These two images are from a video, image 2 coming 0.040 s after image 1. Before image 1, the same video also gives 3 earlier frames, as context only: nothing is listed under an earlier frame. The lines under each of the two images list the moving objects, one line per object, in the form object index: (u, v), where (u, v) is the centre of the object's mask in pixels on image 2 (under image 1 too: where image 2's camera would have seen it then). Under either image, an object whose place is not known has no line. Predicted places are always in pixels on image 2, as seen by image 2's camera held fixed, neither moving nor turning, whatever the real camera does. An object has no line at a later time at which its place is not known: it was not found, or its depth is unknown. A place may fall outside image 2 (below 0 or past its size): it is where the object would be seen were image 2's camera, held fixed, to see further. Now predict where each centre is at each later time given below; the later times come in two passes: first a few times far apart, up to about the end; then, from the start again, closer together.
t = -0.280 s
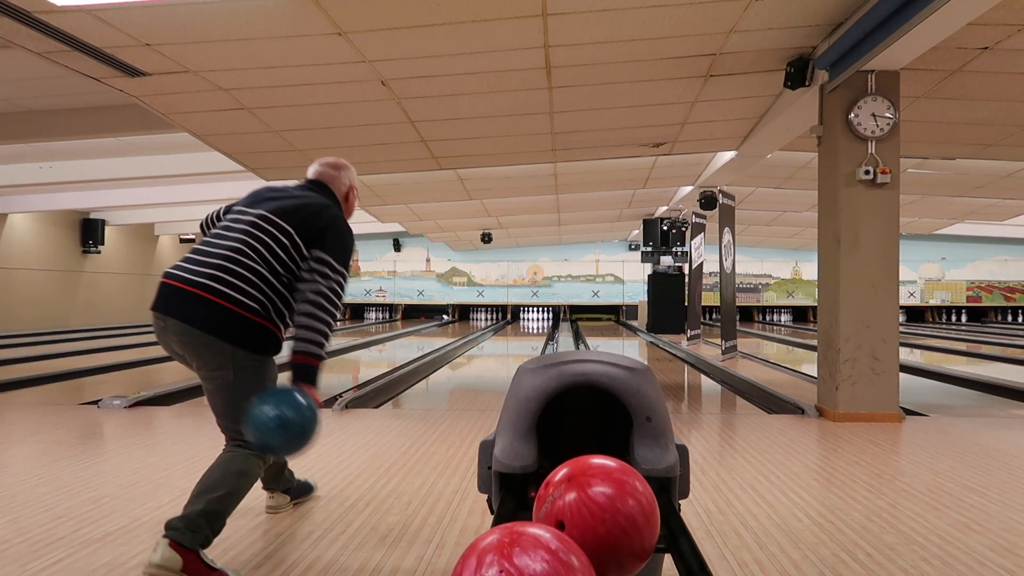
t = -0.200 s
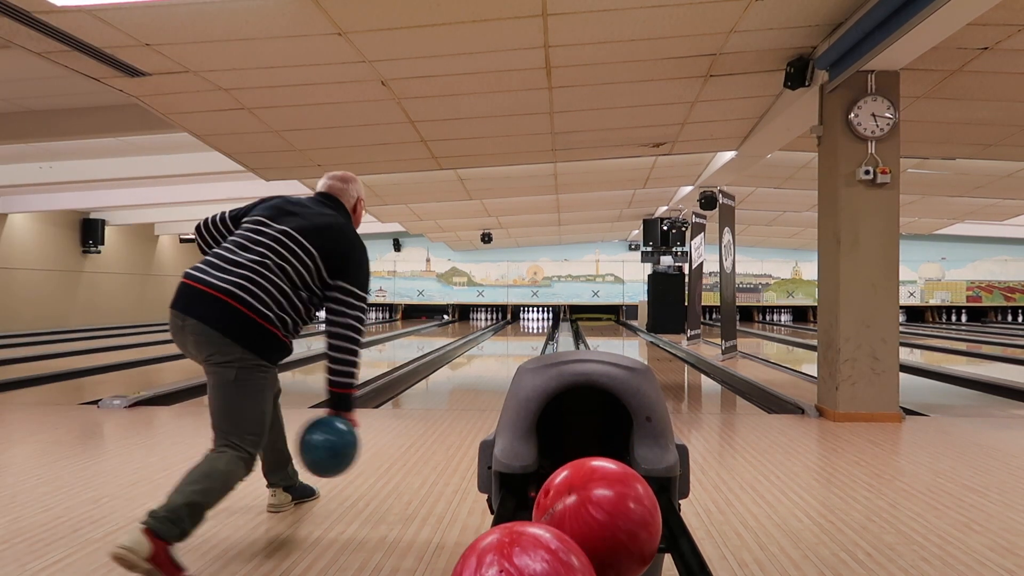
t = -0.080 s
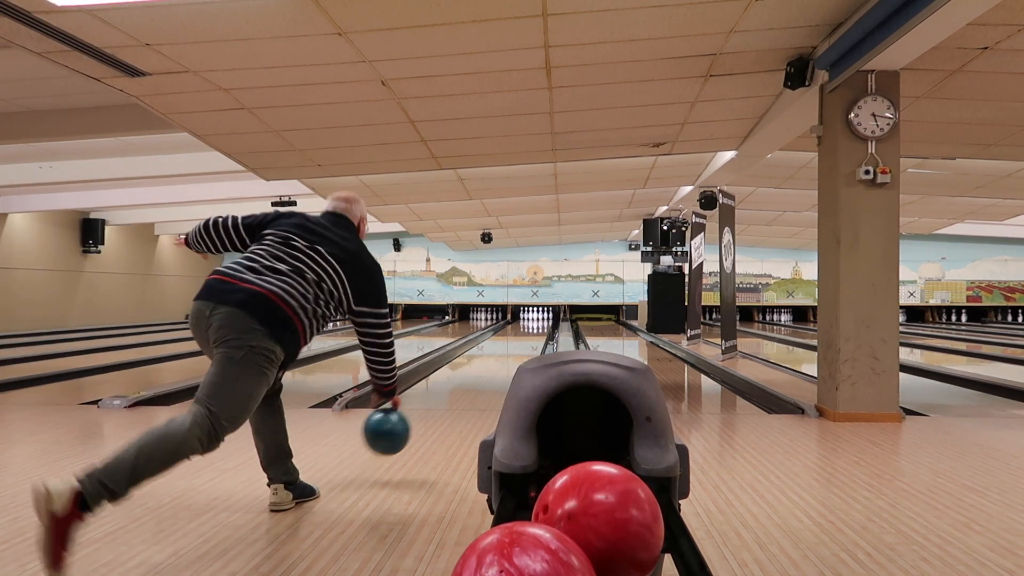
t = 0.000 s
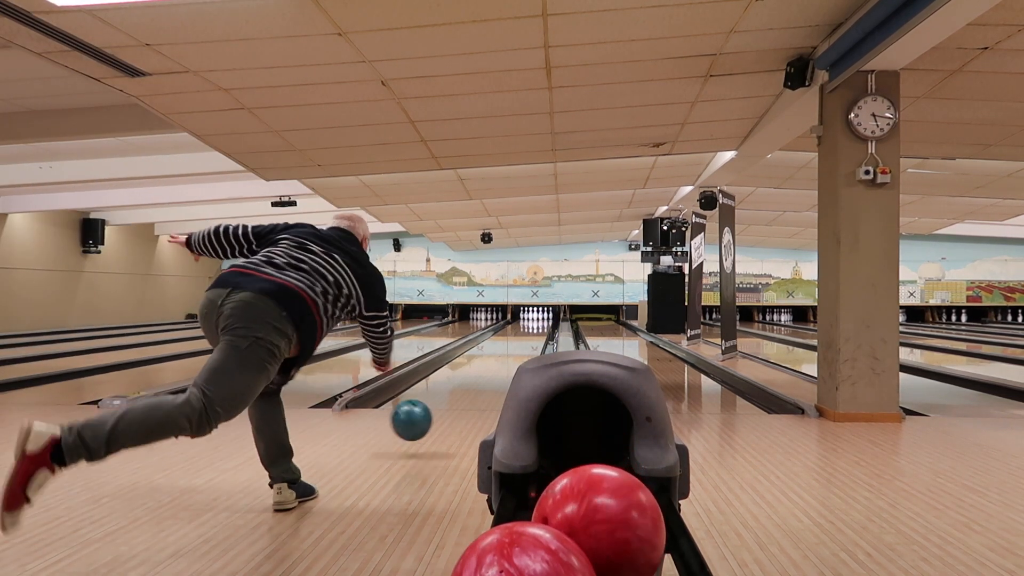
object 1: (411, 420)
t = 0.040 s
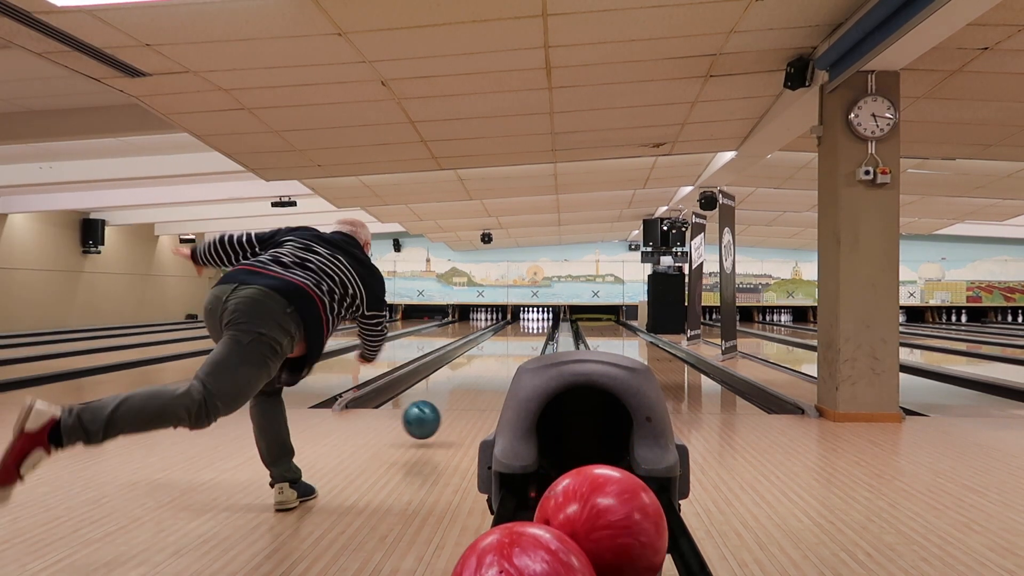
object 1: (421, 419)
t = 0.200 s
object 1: (451, 401)
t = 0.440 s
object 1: (477, 376)
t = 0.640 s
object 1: (492, 362)
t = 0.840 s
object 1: (502, 353)
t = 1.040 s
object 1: (510, 345)
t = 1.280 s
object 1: (516, 339)
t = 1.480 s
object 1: (521, 335)
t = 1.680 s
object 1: (524, 331)
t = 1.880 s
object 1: (528, 328)
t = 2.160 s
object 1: (531, 324)
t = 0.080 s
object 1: (430, 419)
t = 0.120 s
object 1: (438, 412)
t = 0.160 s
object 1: (445, 406)
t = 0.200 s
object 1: (451, 401)
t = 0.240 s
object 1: (456, 396)
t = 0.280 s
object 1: (461, 391)
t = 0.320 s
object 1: (466, 387)
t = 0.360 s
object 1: (470, 383)
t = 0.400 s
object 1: (474, 380)
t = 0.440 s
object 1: (477, 376)
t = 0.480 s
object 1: (481, 373)
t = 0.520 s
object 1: (484, 370)
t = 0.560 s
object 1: (487, 367)
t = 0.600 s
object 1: (489, 365)
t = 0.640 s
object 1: (492, 362)
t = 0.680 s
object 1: (494, 360)
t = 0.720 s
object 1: (496, 358)
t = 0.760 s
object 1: (498, 356)
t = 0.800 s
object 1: (500, 354)
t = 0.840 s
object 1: (502, 353)
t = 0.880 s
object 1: (504, 351)
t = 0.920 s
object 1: (505, 349)
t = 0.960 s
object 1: (506, 348)
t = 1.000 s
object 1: (508, 347)
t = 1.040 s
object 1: (510, 345)
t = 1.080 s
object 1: (511, 344)
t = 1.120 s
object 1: (512, 343)
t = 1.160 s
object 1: (513, 342)
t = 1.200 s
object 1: (514, 341)
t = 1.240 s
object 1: (515, 340)
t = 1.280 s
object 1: (516, 339)
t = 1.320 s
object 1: (517, 338)
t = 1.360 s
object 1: (518, 338)
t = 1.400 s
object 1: (519, 337)
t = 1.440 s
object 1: (520, 336)
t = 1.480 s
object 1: (521, 335)
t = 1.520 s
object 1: (522, 334)
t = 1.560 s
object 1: (523, 333)
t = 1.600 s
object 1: (523, 333)
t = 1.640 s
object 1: (524, 332)
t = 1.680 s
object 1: (524, 331)
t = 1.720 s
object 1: (525, 331)
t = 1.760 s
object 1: (526, 330)
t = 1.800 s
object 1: (526, 330)
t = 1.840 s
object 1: (527, 329)
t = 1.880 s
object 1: (528, 328)
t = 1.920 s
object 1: (528, 328)
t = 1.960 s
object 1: (528, 327)
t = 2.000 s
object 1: (528, 327)
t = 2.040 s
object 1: (529, 326)
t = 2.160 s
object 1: (531, 324)
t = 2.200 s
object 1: (531, 324)
